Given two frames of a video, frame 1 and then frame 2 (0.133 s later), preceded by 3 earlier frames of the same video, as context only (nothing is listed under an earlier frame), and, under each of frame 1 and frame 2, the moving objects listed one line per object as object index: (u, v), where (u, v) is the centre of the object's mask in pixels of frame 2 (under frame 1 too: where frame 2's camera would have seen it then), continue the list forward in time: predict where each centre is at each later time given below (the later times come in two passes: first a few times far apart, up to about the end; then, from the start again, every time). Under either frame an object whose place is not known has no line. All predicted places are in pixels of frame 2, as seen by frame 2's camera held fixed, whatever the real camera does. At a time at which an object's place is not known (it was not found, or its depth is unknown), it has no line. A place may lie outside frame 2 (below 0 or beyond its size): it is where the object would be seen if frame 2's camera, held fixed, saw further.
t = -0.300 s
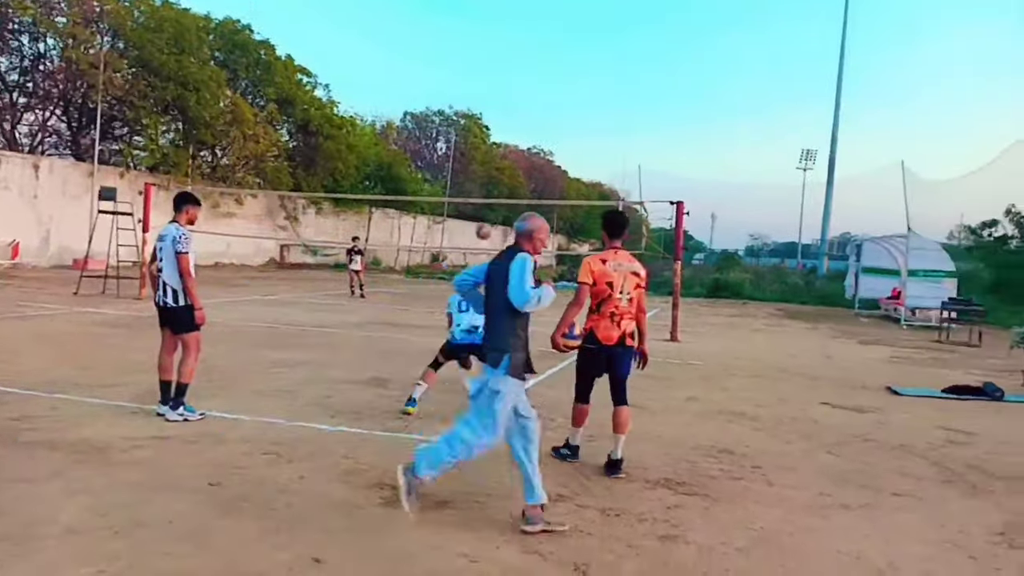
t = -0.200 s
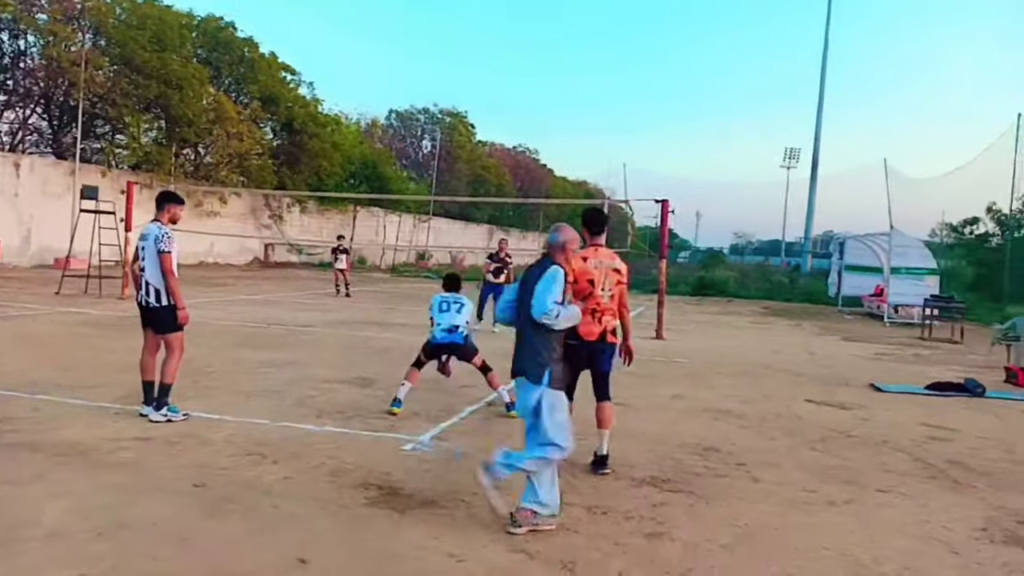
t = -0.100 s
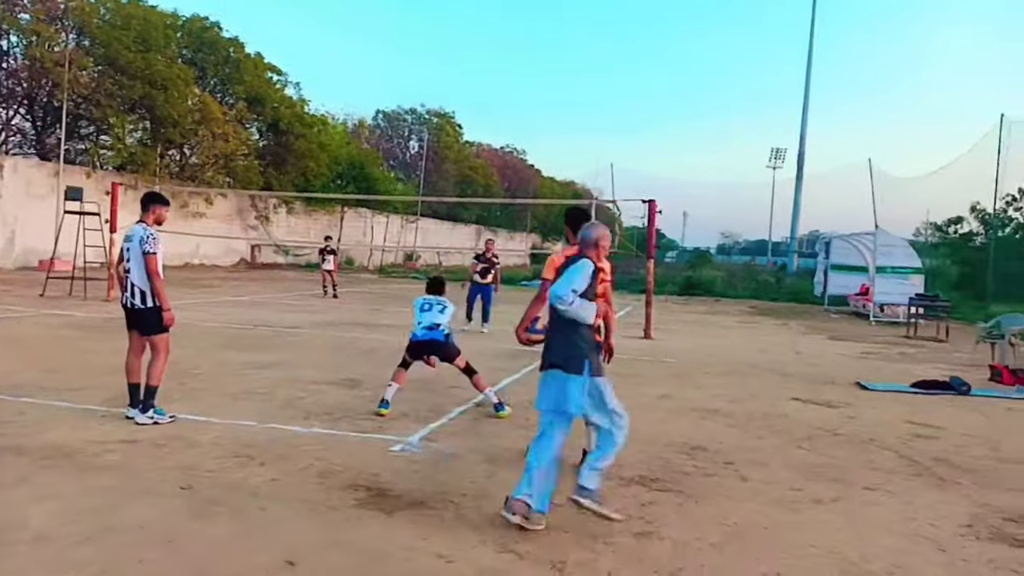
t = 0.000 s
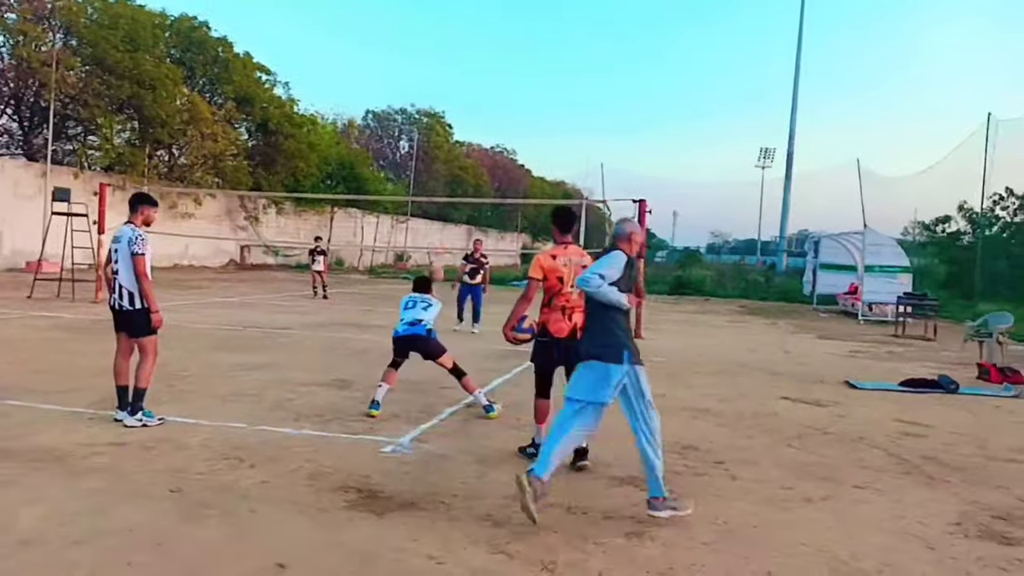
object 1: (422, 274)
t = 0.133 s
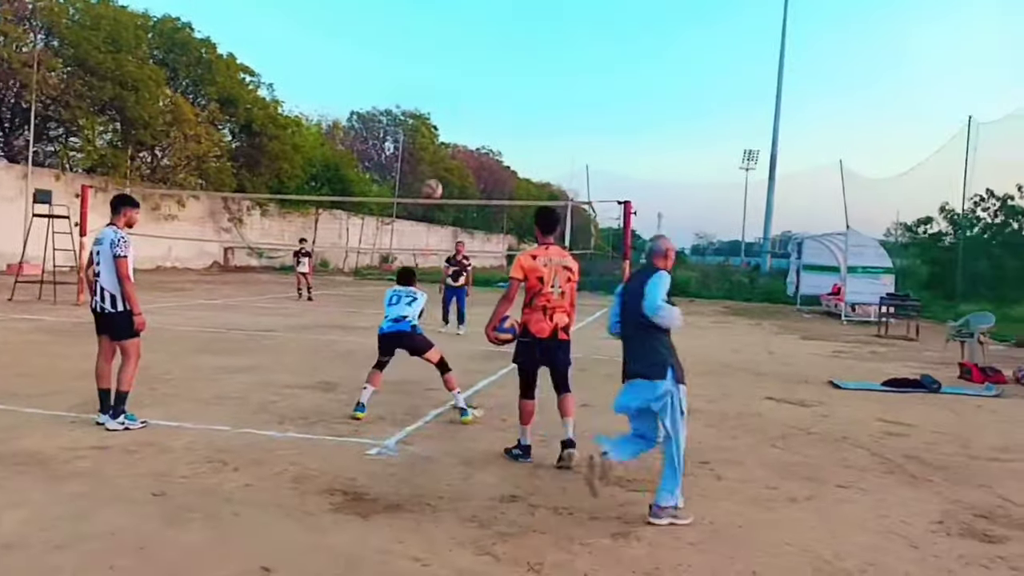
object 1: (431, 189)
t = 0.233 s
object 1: (444, 141)
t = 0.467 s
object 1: (454, 80)
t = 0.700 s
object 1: (462, 68)
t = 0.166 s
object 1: (436, 171)
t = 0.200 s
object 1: (442, 158)
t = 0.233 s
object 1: (444, 141)
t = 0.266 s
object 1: (443, 130)
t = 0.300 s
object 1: (445, 118)
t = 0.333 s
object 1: (447, 108)
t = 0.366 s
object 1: (449, 100)
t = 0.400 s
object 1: (451, 92)
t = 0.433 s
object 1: (452, 85)
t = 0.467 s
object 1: (454, 80)
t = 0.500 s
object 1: (455, 74)
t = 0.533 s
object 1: (456, 71)
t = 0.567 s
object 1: (458, 68)
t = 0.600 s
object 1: (459, 67)
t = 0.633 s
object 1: (461, 67)
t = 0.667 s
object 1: (462, 67)
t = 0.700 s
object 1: (462, 68)
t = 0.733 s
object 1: (464, 69)
